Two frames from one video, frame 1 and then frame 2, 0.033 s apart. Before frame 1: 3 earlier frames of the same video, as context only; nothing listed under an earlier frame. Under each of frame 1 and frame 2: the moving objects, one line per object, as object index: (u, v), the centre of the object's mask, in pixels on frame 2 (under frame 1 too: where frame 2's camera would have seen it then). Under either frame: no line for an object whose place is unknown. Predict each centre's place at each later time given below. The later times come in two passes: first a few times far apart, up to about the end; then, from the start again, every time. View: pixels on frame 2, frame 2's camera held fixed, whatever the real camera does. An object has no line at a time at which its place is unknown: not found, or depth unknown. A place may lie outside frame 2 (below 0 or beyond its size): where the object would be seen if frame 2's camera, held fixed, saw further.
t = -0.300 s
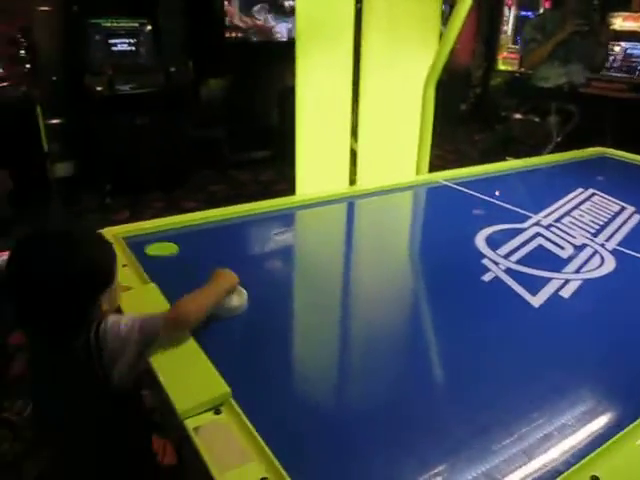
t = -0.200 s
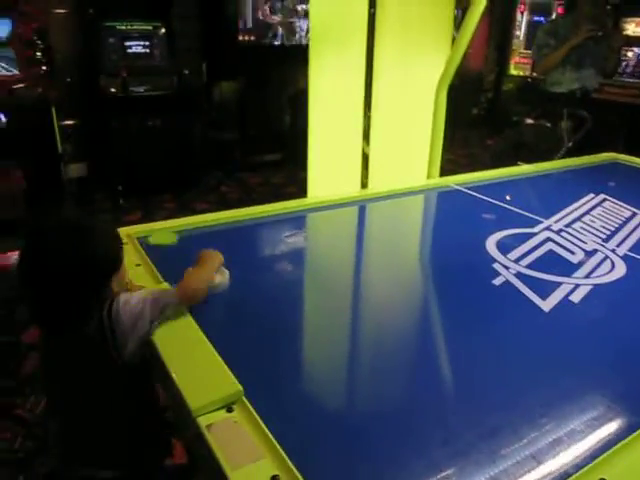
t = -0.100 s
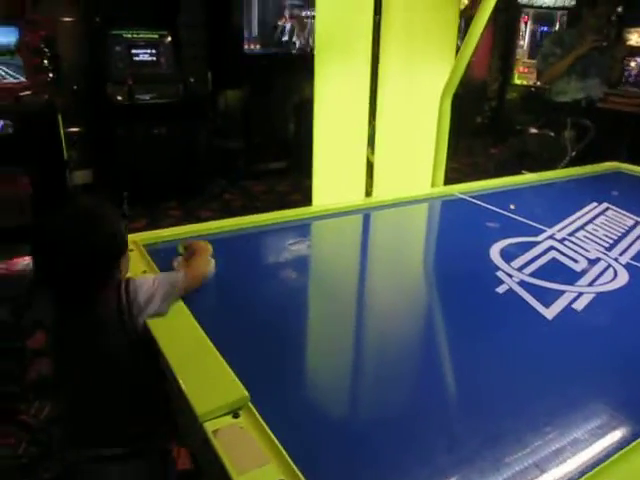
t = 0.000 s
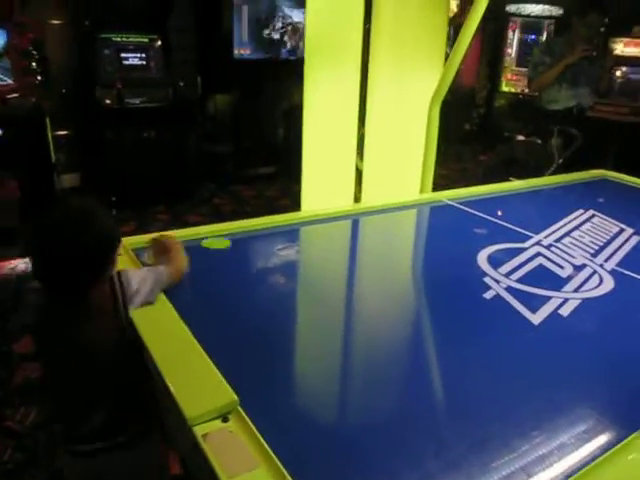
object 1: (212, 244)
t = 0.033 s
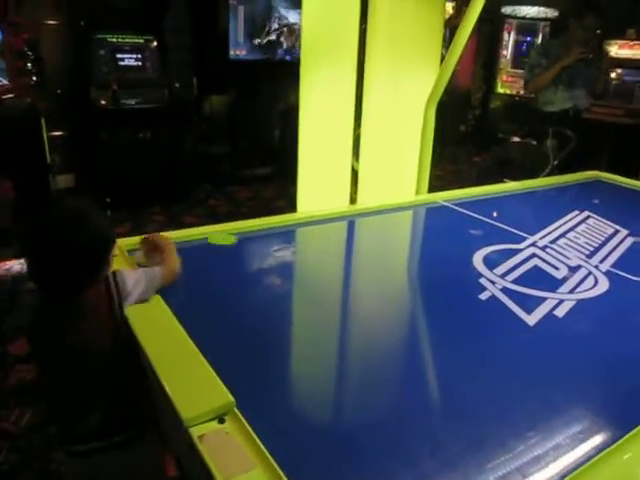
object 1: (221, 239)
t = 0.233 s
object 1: (306, 241)
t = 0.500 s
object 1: (418, 245)
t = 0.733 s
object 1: (511, 249)
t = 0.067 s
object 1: (236, 238)
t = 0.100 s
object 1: (249, 239)
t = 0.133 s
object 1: (264, 239)
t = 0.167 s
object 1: (279, 240)
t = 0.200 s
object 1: (292, 241)
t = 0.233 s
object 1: (306, 241)
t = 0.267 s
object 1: (320, 242)
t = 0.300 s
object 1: (335, 242)
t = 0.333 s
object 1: (349, 242)
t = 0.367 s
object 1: (362, 243)
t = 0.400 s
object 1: (376, 245)
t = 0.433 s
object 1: (390, 245)
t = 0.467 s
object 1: (405, 246)
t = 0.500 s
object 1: (418, 245)
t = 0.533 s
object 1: (431, 246)
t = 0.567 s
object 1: (445, 246)
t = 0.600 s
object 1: (458, 247)
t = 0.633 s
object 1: (471, 247)
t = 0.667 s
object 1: (484, 248)
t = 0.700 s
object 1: (499, 248)
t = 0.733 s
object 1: (511, 249)
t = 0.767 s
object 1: (524, 249)
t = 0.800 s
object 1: (539, 250)
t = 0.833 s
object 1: (552, 250)
